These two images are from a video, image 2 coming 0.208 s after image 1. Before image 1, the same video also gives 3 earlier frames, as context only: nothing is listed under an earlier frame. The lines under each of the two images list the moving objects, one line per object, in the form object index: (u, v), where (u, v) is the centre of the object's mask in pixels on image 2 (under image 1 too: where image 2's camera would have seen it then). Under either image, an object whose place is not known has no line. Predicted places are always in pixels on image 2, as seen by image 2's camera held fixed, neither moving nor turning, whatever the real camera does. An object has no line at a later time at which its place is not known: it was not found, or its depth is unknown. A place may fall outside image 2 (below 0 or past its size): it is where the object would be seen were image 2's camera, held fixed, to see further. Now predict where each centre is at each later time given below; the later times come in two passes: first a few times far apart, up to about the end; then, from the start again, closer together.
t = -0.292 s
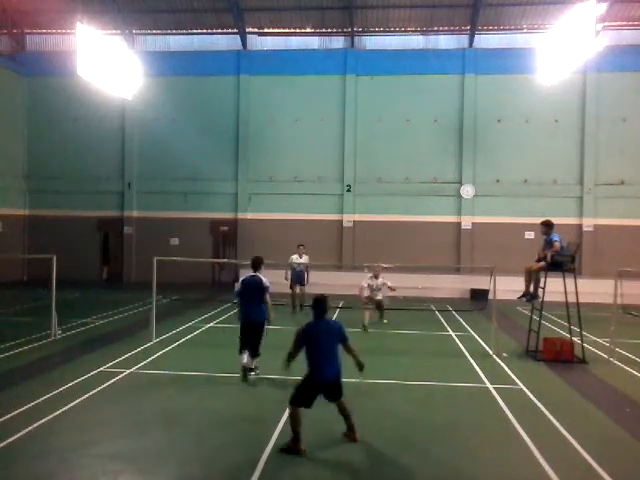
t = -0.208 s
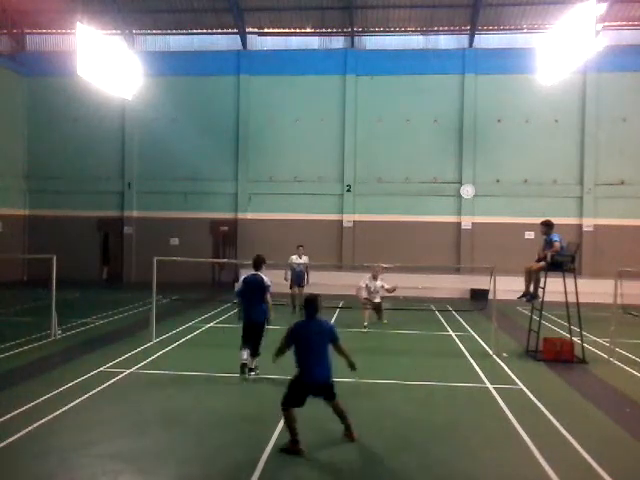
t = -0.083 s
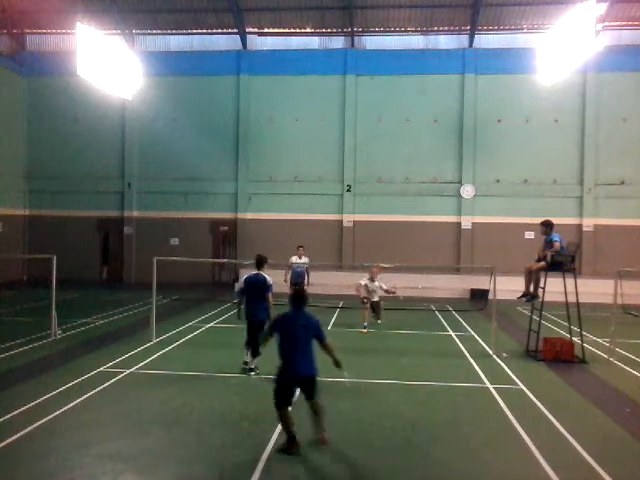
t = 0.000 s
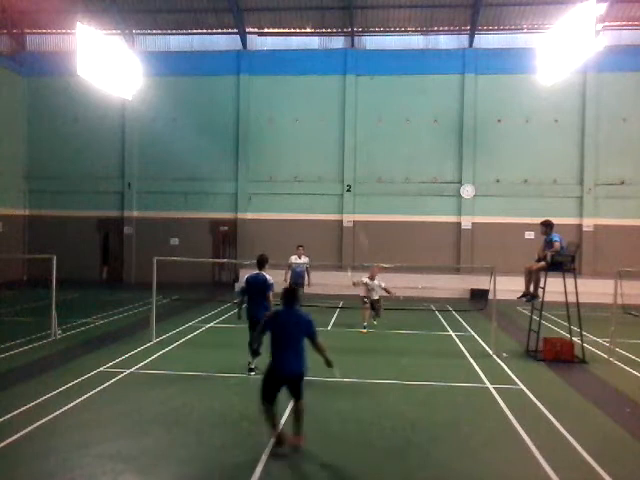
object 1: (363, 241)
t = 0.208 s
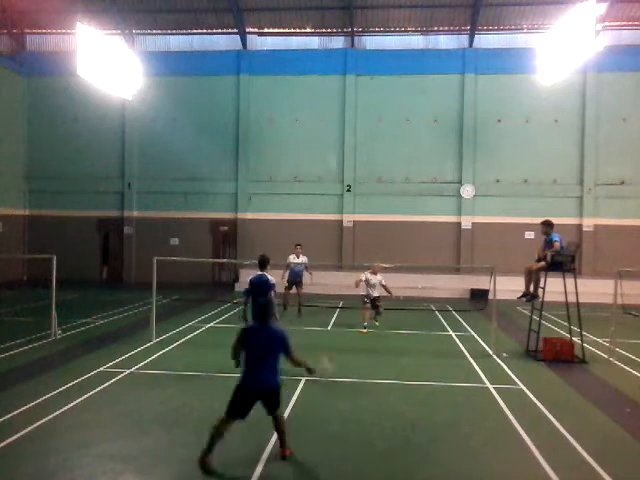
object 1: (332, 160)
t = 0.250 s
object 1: (327, 150)
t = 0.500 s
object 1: (292, 103)
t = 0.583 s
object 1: (281, 98)
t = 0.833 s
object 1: (241, 113)
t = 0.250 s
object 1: (327, 150)
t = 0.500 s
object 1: (292, 103)
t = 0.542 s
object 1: (287, 100)
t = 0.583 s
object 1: (281, 98)
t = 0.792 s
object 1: (247, 107)
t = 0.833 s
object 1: (241, 113)
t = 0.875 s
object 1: (233, 121)
